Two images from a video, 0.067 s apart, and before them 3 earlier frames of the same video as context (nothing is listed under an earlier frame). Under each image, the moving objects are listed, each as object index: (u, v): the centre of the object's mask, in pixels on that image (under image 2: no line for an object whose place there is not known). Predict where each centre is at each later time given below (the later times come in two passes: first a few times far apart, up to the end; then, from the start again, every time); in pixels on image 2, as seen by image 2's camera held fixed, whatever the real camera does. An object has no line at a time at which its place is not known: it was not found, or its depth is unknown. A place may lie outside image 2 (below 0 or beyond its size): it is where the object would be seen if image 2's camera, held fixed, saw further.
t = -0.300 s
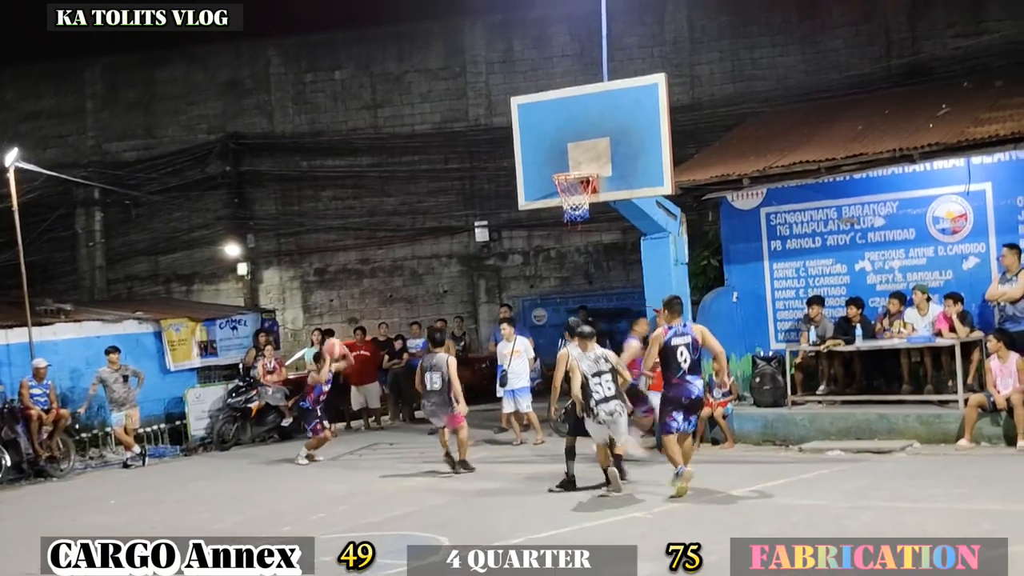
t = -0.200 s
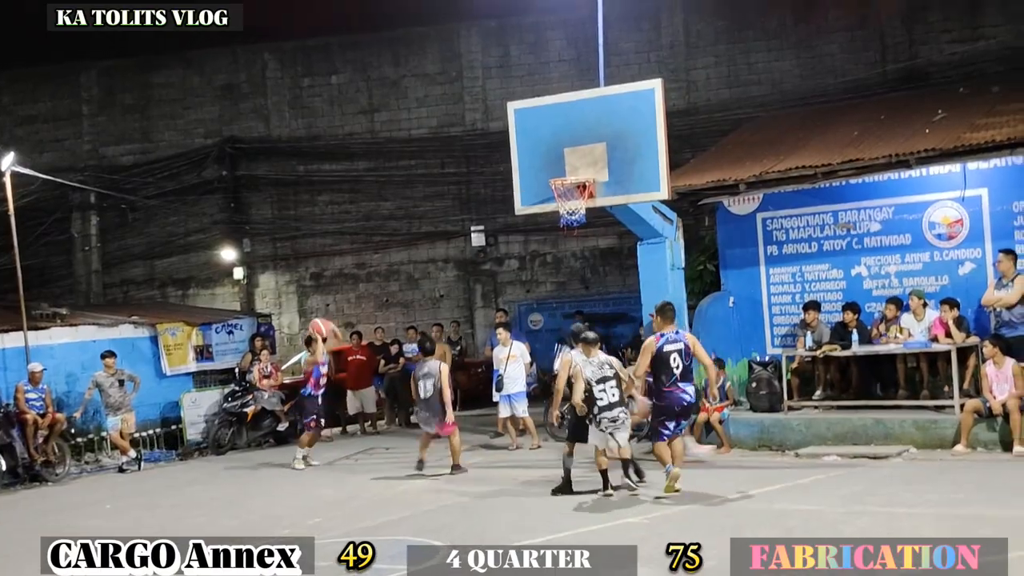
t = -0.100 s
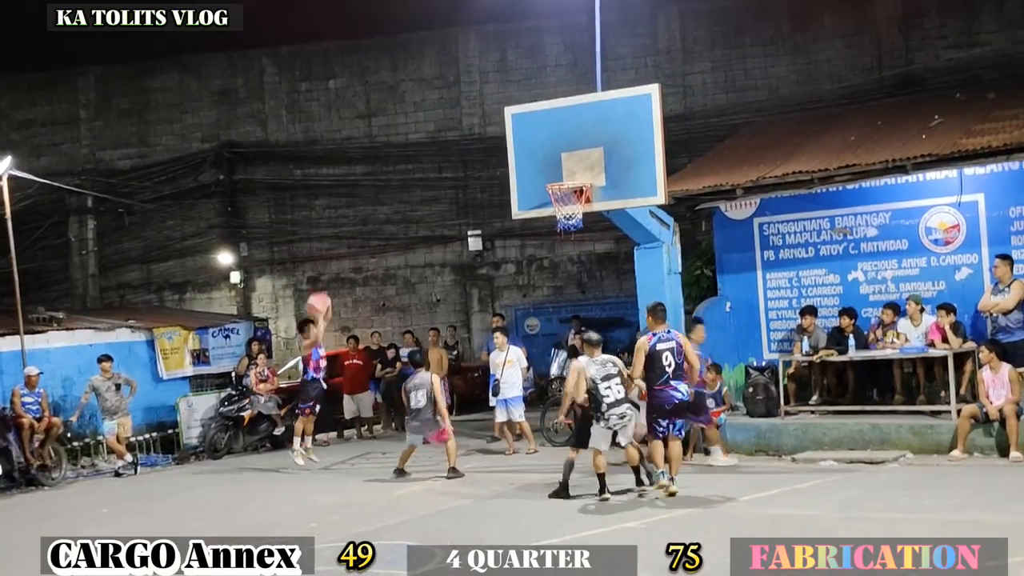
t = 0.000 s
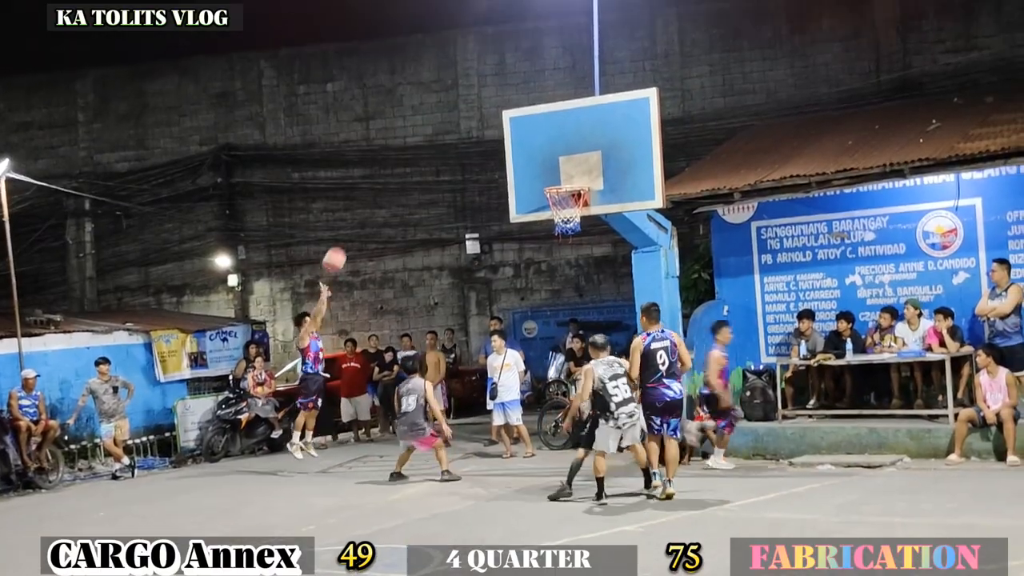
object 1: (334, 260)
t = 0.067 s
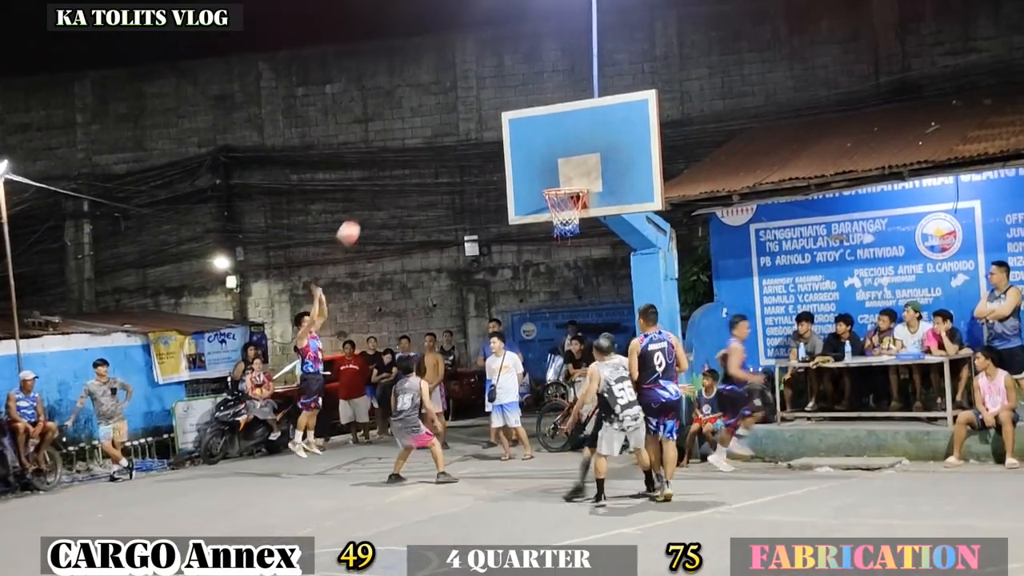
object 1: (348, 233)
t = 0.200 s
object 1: (380, 185)
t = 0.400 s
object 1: (433, 138)
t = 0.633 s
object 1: (498, 125)
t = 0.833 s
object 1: (563, 151)
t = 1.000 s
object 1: (619, 205)
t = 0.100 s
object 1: (356, 220)
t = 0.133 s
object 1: (363, 208)
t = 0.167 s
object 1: (371, 196)
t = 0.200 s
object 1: (380, 185)
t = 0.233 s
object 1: (388, 176)
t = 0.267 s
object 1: (397, 166)
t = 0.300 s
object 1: (405, 158)
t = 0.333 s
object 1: (414, 150)
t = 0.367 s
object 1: (423, 144)
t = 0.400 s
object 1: (433, 138)
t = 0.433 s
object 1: (441, 134)
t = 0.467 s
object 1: (450, 130)
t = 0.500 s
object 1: (459, 127)
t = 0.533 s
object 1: (469, 125)
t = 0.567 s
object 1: (478, 125)
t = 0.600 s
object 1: (489, 123)
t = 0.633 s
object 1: (498, 125)
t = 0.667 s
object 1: (509, 126)
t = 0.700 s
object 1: (520, 129)
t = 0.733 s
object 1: (531, 133)
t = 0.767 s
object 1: (541, 138)
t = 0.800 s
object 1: (552, 144)
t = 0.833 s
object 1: (563, 151)
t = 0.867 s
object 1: (573, 160)
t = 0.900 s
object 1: (586, 170)
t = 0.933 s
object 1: (598, 181)
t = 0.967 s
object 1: (610, 193)
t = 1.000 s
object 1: (619, 205)
